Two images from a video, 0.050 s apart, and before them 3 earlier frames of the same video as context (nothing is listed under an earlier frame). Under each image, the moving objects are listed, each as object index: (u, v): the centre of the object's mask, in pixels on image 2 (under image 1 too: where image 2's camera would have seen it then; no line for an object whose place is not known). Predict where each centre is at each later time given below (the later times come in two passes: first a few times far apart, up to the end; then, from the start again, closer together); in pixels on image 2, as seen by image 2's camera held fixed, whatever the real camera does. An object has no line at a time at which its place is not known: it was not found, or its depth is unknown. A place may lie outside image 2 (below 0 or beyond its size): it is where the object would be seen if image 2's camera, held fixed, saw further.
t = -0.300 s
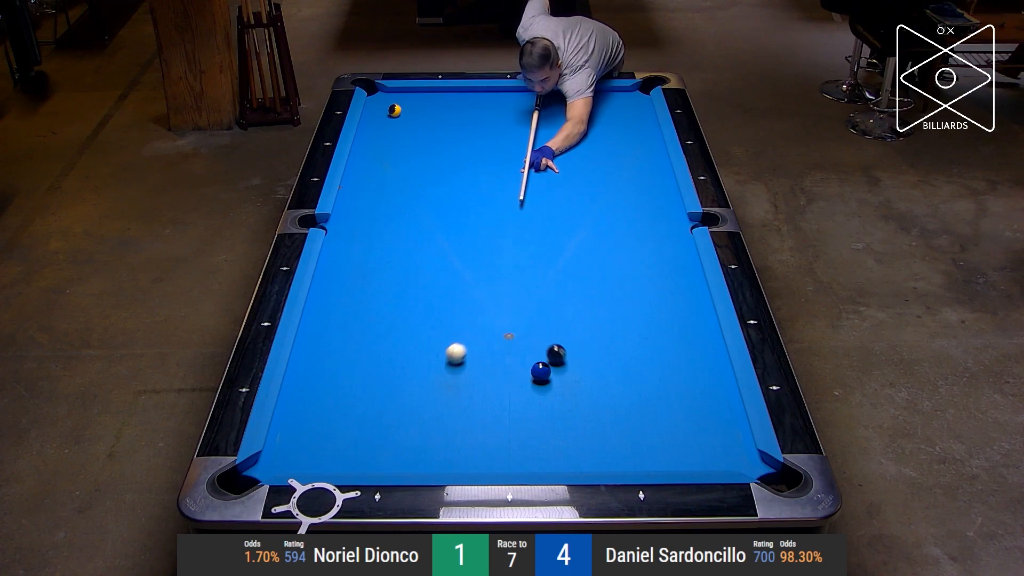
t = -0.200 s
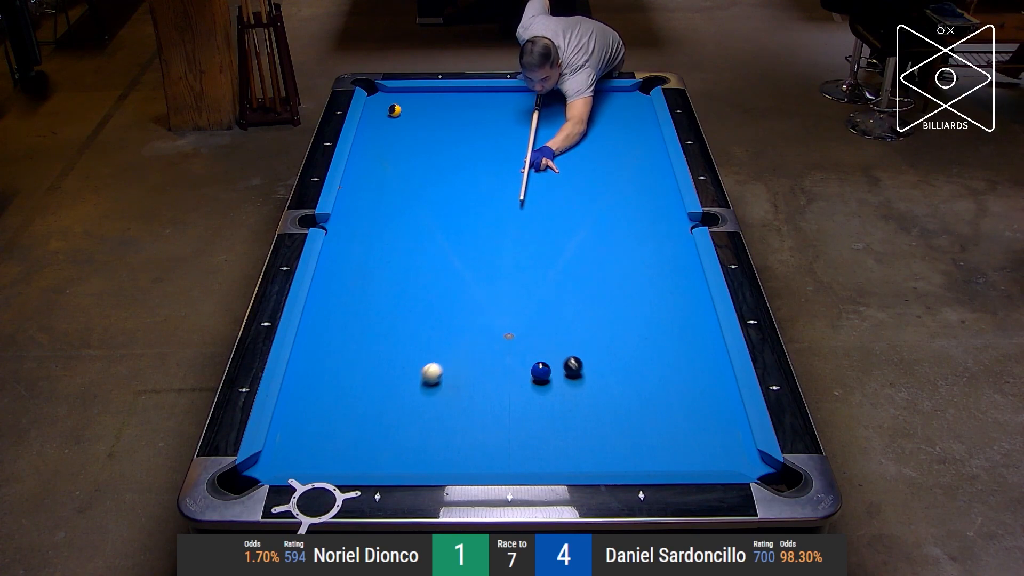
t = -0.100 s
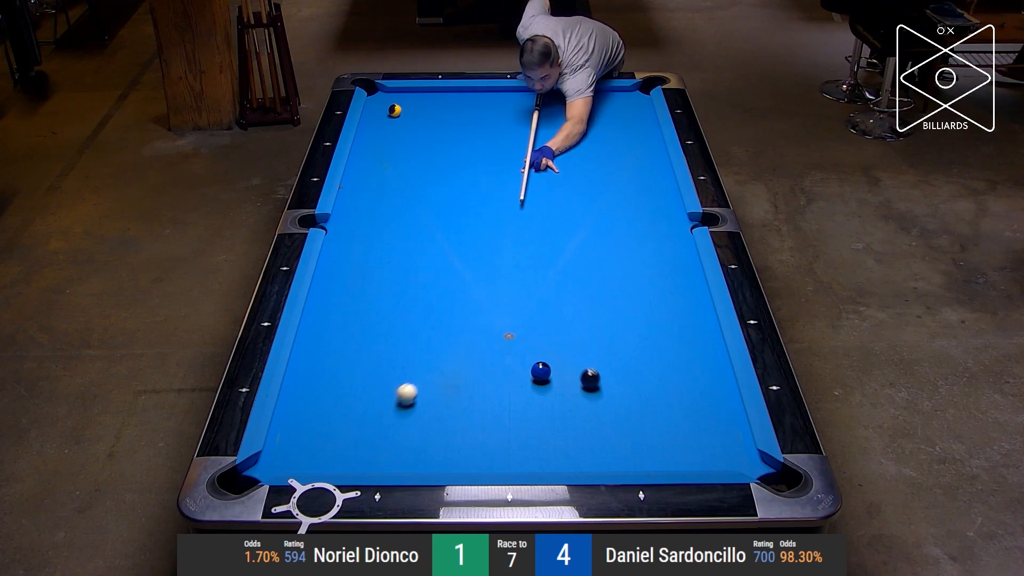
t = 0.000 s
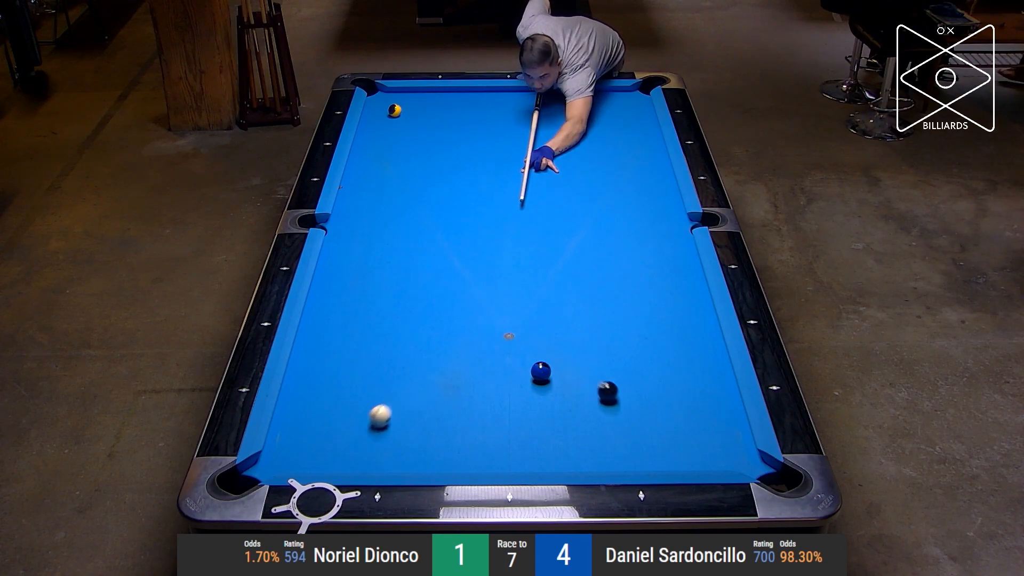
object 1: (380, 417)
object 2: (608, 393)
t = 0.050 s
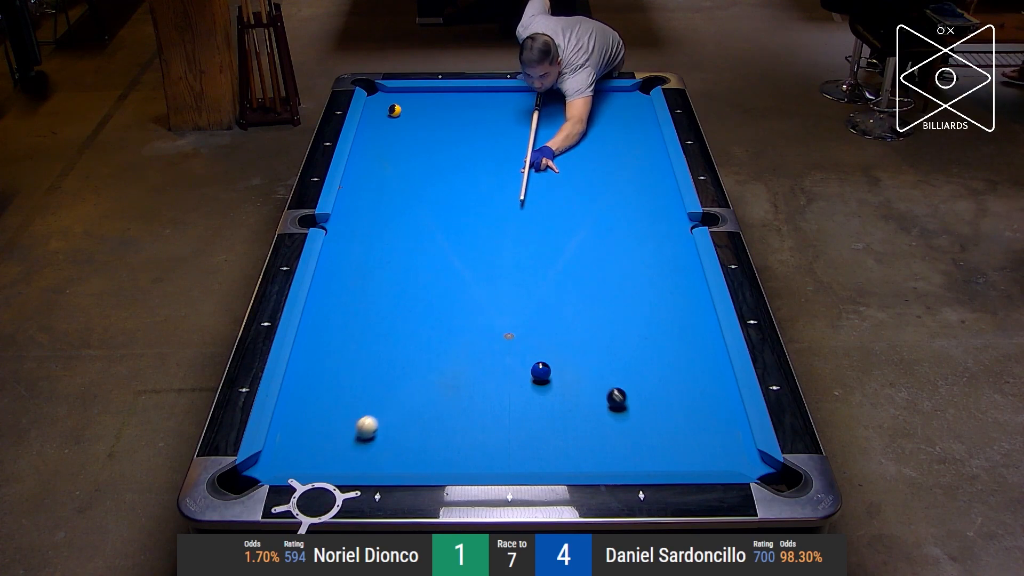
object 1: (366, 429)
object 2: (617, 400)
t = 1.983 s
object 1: (421, 284)
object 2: (680, 373)
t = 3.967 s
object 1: (525, 188)
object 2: (617, 319)
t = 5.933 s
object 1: (574, 146)
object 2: (609, 313)
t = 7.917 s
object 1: (587, 136)
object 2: (609, 313)
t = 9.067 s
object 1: (587, 136)
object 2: (609, 313)
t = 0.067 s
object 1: (362, 433)
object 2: (620, 402)
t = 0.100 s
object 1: (352, 440)
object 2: (626, 406)
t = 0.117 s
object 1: (347, 444)
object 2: (629, 408)
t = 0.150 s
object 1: (338, 452)
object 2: (635, 413)
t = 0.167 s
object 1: (333, 456)
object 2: (638, 415)
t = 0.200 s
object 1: (324, 461)
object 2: (644, 420)
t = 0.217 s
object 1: (319, 464)
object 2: (647, 422)
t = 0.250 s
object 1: (314, 462)
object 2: (653, 427)
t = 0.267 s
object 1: (311, 460)
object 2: (656, 429)
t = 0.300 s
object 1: (308, 454)
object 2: (663, 434)
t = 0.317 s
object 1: (306, 452)
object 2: (666, 436)
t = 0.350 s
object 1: (303, 447)
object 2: (672, 441)
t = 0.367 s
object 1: (301, 444)
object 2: (676, 443)
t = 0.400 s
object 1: (297, 439)
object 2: (682, 448)
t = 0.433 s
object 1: (293, 435)
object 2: (688, 453)
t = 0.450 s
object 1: (292, 432)
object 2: (692, 455)
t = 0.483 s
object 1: (288, 427)
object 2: (698, 458)
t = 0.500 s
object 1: (287, 425)
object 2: (701, 459)
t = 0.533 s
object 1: (283, 420)
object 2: (707, 462)
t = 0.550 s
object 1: (282, 418)
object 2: (710, 463)
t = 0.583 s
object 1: (286, 414)
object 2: (713, 461)
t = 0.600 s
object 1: (289, 412)
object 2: (714, 460)
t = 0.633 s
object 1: (293, 408)
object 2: (716, 458)
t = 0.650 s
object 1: (295, 405)
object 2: (717, 458)
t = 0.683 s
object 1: (299, 402)
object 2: (720, 456)
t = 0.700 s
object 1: (301, 400)
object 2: (720, 451)
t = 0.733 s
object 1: (305, 396)
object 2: (723, 448)
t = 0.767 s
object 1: (309, 392)
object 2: (725, 446)
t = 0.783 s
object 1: (311, 390)
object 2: (726, 444)
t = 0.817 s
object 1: (315, 386)
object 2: (728, 442)
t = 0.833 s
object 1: (317, 384)
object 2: (729, 440)
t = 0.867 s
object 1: (320, 381)
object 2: (731, 438)
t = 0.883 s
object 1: (322, 379)
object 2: (732, 436)
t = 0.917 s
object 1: (326, 375)
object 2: (734, 434)
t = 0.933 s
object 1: (328, 374)
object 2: (735, 432)
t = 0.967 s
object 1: (332, 370)
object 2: (737, 429)
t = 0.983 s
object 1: (334, 368)
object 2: (738, 428)
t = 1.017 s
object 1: (337, 365)
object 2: (738, 426)
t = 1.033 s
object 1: (339, 363)
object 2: (737, 425)
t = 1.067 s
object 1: (342, 360)
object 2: (735, 423)
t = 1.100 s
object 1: (346, 357)
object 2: (732, 421)
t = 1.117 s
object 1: (347, 355)
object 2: (731, 419)
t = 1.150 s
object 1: (351, 352)
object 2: (729, 417)
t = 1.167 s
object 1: (352, 350)
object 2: (728, 416)
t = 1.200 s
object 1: (356, 347)
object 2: (726, 414)
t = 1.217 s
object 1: (357, 345)
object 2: (724, 413)
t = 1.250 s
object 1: (361, 342)
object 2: (722, 411)
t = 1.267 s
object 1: (362, 341)
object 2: (721, 410)
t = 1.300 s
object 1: (365, 338)
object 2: (719, 408)
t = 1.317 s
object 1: (367, 336)
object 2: (718, 407)
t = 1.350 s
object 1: (370, 333)
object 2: (716, 405)
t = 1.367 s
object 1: (371, 332)
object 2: (715, 404)
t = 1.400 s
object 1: (374, 329)
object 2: (713, 402)
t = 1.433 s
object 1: (377, 326)
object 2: (711, 400)
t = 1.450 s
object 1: (379, 324)
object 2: (710, 399)
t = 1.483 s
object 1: (382, 322)
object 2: (707, 397)
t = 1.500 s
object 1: (383, 320)
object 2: (707, 397)
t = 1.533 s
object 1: (386, 318)
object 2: (705, 395)
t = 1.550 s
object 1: (388, 316)
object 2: (704, 394)
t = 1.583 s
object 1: (390, 313)
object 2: (702, 392)
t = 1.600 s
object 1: (392, 312)
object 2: (701, 391)
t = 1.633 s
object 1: (395, 310)
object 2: (699, 389)
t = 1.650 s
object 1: (396, 308)
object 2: (698, 389)
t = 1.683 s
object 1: (398, 306)
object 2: (696, 387)
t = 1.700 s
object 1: (400, 305)
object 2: (695, 386)
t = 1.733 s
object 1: (403, 302)
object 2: (693, 384)
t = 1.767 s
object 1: (405, 300)
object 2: (692, 383)
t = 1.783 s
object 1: (406, 298)
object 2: (691, 382)
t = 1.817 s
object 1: (409, 296)
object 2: (689, 380)
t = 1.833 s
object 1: (410, 294)
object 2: (688, 379)
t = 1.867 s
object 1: (413, 292)
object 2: (686, 378)
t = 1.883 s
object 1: (414, 291)
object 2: (685, 377)
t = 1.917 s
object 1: (417, 289)
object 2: (684, 375)
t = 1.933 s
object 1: (418, 287)
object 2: (683, 375)
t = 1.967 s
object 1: (420, 285)
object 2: (681, 373)
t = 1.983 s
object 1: (421, 284)
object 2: (680, 373)
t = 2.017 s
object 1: (424, 281)
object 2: (679, 371)
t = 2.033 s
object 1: (425, 280)
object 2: (678, 370)
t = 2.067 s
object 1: (427, 278)
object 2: (676, 369)
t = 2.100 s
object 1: (430, 276)
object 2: (675, 367)
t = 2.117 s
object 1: (431, 275)
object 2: (674, 367)
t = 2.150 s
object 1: (433, 273)
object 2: (672, 365)
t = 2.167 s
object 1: (434, 272)
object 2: (672, 365)
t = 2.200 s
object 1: (437, 269)
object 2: (670, 363)
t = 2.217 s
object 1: (438, 268)
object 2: (669, 363)
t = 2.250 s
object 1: (440, 266)
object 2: (668, 361)
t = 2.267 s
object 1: (441, 265)
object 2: (667, 361)
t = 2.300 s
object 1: (443, 263)
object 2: (666, 360)
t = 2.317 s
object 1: (444, 262)
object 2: (665, 359)
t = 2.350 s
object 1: (446, 260)
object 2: (664, 358)
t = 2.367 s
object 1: (447, 259)
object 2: (663, 357)
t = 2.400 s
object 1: (449, 257)
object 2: (661, 356)
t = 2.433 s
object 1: (451, 255)
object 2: (660, 355)
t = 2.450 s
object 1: (453, 254)
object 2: (659, 354)
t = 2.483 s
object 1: (455, 253)
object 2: (658, 353)
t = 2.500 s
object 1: (456, 252)
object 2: (657, 353)
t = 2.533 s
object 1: (458, 250)
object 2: (656, 352)
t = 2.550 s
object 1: (459, 249)
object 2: (655, 351)
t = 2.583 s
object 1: (461, 247)
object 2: (654, 350)
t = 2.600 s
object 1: (462, 246)
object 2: (653, 350)
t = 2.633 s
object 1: (463, 244)
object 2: (652, 349)
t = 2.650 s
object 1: (464, 243)
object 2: (652, 348)
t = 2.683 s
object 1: (466, 241)
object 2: (650, 347)
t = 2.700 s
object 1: (467, 241)
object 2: (650, 346)
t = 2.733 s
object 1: (469, 239)
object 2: (649, 345)
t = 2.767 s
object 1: (471, 237)
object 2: (647, 344)
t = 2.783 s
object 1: (472, 236)
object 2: (647, 344)
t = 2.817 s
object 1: (474, 235)
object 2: (646, 343)
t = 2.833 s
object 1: (475, 234)
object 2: (645, 342)
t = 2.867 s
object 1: (477, 232)
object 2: (644, 341)
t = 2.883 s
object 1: (477, 231)
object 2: (643, 341)
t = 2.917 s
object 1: (479, 230)
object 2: (642, 340)
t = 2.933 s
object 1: (480, 229)
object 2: (642, 339)
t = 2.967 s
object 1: (482, 227)
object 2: (641, 338)
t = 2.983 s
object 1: (483, 227)
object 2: (640, 338)
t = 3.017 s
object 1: (484, 225)
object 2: (639, 337)
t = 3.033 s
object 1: (485, 224)
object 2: (639, 337)
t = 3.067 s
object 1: (487, 223)
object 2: (638, 336)
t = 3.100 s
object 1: (488, 221)
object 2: (637, 335)
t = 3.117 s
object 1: (489, 220)
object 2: (636, 335)
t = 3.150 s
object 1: (491, 219)
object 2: (635, 334)
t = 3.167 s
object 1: (491, 218)
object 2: (635, 333)
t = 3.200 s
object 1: (493, 217)
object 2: (634, 332)
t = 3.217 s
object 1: (494, 216)
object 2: (634, 332)
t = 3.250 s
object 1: (495, 214)
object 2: (633, 331)
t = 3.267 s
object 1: (496, 214)
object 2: (632, 331)
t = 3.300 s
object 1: (498, 212)
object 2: (631, 330)
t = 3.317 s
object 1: (498, 212)
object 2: (631, 330)
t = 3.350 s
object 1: (500, 210)
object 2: (630, 329)
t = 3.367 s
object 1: (501, 210)
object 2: (629, 329)
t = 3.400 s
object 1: (502, 208)
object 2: (629, 328)
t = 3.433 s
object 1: (503, 207)
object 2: (628, 327)
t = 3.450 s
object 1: (504, 206)
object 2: (627, 327)
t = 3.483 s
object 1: (506, 205)
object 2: (627, 327)
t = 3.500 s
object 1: (506, 204)
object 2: (626, 326)
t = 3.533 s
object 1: (508, 203)
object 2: (625, 326)
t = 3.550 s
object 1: (508, 202)
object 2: (625, 325)
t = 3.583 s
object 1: (510, 201)
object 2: (624, 325)
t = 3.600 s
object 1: (511, 201)
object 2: (624, 324)
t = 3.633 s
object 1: (512, 199)
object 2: (623, 324)
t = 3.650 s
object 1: (513, 199)
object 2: (623, 324)
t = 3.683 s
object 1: (514, 197)
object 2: (622, 323)
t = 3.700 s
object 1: (515, 197)
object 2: (622, 323)
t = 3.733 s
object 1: (516, 196)
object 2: (621, 322)
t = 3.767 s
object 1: (517, 194)
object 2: (620, 322)
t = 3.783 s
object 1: (518, 194)
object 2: (620, 322)
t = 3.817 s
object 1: (519, 193)
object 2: (620, 321)
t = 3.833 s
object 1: (520, 192)
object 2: (619, 321)
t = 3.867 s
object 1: (521, 191)
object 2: (619, 320)
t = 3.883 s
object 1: (522, 191)
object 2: (618, 320)
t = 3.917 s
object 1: (523, 189)
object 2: (618, 320)
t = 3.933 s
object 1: (524, 189)
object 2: (617, 320)
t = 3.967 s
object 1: (525, 188)
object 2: (617, 319)
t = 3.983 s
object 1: (525, 187)
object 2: (617, 319)
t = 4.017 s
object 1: (526, 186)
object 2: (616, 319)
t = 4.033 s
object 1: (527, 186)
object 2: (616, 318)
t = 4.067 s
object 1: (528, 185)
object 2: (615, 318)
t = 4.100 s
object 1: (529, 184)
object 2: (615, 318)
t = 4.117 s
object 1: (530, 183)
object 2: (615, 317)
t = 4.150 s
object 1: (531, 182)
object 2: (614, 317)
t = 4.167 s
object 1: (532, 182)
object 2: (614, 317)
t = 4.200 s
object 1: (533, 181)
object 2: (614, 317)
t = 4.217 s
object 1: (533, 180)
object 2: (613, 317)
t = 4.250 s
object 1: (534, 179)
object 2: (613, 316)
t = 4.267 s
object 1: (535, 179)
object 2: (613, 316)
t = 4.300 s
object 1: (536, 178)
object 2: (612, 316)
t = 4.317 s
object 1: (536, 177)
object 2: (612, 316)
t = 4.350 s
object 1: (538, 176)
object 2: (612, 315)
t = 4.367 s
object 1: (538, 176)
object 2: (612, 315)
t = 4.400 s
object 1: (539, 175)
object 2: (611, 315)
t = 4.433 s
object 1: (540, 174)
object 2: (611, 315)
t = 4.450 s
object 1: (541, 174)
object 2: (611, 315)
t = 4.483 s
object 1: (542, 173)
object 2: (611, 315)
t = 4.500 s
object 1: (542, 172)
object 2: (610, 315)
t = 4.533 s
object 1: (543, 171)
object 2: (610, 315)
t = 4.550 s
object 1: (544, 171)
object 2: (610, 314)
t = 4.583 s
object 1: (545, 170)
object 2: (610, 314)
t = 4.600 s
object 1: (545, 170)
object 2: (610, 314)
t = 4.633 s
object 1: (546, 169)
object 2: (610, 314)
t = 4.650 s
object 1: (546, 169)
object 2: (610, 314)
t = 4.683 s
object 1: (547, 168)
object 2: (609, 314)
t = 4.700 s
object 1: (548, 168)
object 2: (609, 314)
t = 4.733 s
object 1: (549, 167)
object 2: (609, 314)
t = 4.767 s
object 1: (550, 166)
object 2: (609, 314)
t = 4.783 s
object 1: (550, 166)
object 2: (609, 314)
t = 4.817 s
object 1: (551, 165)
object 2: (609, 314)
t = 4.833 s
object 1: (551, 164)
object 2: (609, 314)
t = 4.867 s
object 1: (552, 164)
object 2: (609, 314)
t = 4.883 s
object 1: (552, 164)
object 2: (609, 314)
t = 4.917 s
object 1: (553, 163)
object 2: (609, 314)
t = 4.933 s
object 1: (554, 162)
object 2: (609, 314)
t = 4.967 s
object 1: (554, 162)
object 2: (609, 313)
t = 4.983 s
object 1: (555, 161)
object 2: (609, 313)
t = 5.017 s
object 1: (556, 161)
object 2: (609, 313)
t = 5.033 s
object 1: (556, 160)
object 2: (609, 313)
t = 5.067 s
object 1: (557, 160)
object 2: (609, 313)
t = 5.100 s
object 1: (557, 159)
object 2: (609, 313)
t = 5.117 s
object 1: (558, 159)
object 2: (609, 313)
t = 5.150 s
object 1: (559, 158)
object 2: (609, 313)
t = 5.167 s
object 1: (559, 158)
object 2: (609, 313)
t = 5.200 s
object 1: (560, 157)
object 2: (609, 313)
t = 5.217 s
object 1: (560, 157)
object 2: (609, 313)
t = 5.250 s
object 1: (561, 156)
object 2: (609, 313)
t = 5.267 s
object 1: (561, 156)
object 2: (609, 313)
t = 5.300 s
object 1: (562, 155)
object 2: (609, 313)
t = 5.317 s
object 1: (562, 155)
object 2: (609, 313)
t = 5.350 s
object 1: (563, 155)
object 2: (609, 313)
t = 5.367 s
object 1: (563, 154)
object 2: (609, 313)
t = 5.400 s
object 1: (564, 154)
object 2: (609, 313)
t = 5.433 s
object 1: (565, 153)
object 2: (609, 313)
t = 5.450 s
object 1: (565, 153)
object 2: (609, 313)
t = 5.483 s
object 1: (566, 152)
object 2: (609, 313)
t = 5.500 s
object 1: (566, 152)
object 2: (609, 313)
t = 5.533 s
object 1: (567, 151)
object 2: (609, 313)
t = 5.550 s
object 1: (567, 151)
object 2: (609, 313)
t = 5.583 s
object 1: (568, 151)
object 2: (609, 313)
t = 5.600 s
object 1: (568, 151)
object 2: (609, 313)
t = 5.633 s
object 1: (569, 150)
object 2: (609, 313)
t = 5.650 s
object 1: (569, 150)
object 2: (609, 313)
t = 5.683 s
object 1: (569, 149)
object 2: (609, 313)
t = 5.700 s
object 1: (570, 149)
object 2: (609, 313)
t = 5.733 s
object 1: (570, 149)
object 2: (609, 313)
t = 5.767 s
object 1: (571, 148)
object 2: (609, 313)
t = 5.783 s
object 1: (571, 148)
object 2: (609, 313)
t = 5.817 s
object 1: (572, 148)
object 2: (609, 313)
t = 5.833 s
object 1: (572, 147)
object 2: (609, 313)
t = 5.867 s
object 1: (573, 147)
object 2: (609, 313)
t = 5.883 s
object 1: (573, 147)
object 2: (609, 313)
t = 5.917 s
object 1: (573, 146)
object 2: (609, 313)
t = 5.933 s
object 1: (574, 146)
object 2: (609, 313)
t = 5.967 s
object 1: (574, 146)
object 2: (609, 313)
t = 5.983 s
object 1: (574, 146)
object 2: (609, 313)
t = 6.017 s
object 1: (575, 145)
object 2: (609, 313)
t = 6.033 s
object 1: (575, 145)
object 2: (609, 313)
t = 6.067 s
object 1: (576, 145)
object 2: (609, 313)
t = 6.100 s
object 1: (576, 144)
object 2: (609, 313)
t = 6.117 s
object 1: (576, 144)
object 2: (609, 313)
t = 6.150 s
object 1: (577, 144)
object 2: (609, 313)
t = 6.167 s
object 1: (577, 144)
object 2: (609, 313)
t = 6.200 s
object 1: (578, 143)
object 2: (609, 313)
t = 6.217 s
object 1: (578, 143)
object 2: (609, 313)
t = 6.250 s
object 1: (578, 143)
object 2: (609, 313)
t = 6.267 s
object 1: (578, 143)
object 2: (609, 313)
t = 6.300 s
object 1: (579, 142)
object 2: (609, 313)
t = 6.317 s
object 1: (579, 142)
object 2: (609, 313)
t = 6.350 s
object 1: (580, 142)
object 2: (609, 313)
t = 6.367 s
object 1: (580, 142)
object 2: (609, 313)
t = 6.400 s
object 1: (580, 141)
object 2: (609, 313)
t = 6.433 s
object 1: (580, 141)
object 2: (609, 313)
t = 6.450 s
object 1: (581, 141)
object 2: (609, 313)
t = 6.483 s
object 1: (581, 141)
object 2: (609, 313)
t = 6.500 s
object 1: (581, 141)
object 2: (609, 313)
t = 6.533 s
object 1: (581, 140)
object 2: (609, 313)
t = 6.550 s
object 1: (581, 140)
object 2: (609, 313)
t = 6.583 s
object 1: (582, 140)
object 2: (609, 313)
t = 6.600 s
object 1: (582, 140)
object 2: (609, 313)
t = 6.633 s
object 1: (582, 140)
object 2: (609, 313)
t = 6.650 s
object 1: (582, 140)
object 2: (609, 313)
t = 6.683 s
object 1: (583, 139)
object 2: (609, 313)
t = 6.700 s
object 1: (583, 139)
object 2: (609, 313)
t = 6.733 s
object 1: (583, 139)
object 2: (609, 313)
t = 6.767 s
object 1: (584, 139)
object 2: (609, 313)
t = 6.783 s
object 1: (584, 139)
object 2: (609, 313)
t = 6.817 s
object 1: (584, 139)
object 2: (609, 313)
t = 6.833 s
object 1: (584, 139)
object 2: (609, 313)
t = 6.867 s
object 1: (584, 138)
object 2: (609, 313)
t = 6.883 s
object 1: (585, 138)
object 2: (609, 313)
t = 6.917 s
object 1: (585, 138)
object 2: (609, 313)
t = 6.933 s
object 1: (585, 138)
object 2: (609, 313)
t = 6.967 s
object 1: (585, 138)
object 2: (609, 313)
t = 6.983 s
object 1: (585, 138)
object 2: (609, 313)
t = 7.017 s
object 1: (585, 138)
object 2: (609, 313)
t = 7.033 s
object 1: (585, 138)
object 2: (609, 313)
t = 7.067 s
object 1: (586, 138)
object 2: (609, 313)
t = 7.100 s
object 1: (586, 137)
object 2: (609, 313)
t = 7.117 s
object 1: (586, 137)
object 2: (609, 313)
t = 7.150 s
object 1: (586, 137)
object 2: (609, 313)
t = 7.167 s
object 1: (586, 137)
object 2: (609, 313)
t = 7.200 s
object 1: (586, 137)
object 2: (609, 313)
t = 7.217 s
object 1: (587, 137)
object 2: (609, 313)
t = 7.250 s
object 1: (587, 137)
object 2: (609, 313)
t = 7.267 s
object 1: (587, 137)
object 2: (609, 313)
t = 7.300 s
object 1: (587, 137)
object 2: (609, 313)
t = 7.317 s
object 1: (587, 137)
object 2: (609, 313)
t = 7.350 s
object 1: (587, 137)
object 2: (609, 313)
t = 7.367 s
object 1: (587, 137)
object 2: (609, 313)
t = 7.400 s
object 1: (587, 137)
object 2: (609, 313)
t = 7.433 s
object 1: (587, 137)
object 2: (609, 313)
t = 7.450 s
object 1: (587, 137)
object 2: (609, 313)
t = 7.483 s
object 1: (587, 137)
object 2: (609, 313)
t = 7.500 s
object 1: (587, 136)
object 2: (609, 313)
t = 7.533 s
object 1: (587, 136)
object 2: (609, 313)
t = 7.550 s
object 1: (587, 136)
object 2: (609, 313)
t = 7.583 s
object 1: (587, 136)
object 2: (609, 313)
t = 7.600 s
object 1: (587, 136)
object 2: (609, 313)
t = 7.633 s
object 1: (587, 136)
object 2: (609, 313)
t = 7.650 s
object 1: (587, 136)
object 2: (609, 313)
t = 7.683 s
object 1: (587, 136)
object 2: (609, 313)
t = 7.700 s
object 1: (587, 136)
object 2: (609, 313)
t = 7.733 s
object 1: (587, 136)
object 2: (609, 313)
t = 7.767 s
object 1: (587, 136)
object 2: (609, 313)
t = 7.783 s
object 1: (587, 136)
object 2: (609, 313)
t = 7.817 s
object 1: (587, 136)
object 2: (609, 313)
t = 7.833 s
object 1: (587, 136)
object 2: (609, 313)
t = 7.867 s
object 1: (587, 136)
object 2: (609, 313)
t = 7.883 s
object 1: (587, 136)
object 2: (609, 313)
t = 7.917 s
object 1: (587, 136)
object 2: (609, 313)
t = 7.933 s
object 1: (587, 136)
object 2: (609, 313)
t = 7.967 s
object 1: (587, 136)
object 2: (609, 313)
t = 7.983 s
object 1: (587, 136)
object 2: (609, 313)
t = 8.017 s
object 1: (587, 136)
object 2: (609, 313)
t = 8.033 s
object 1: (587, 136)
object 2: (609, 313)
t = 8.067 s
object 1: (587, 136)
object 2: (609, 313)
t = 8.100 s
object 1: (587, 136)
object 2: (609, 313)
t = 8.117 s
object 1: (587, 136)
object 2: (609, 313)
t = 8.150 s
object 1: (587, 136)
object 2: (609, 313)
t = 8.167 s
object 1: (587, 136)
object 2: (609, 313)
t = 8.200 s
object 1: (587, 136)
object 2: (609, 313)
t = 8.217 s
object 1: (587, 136)
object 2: (609, 313)
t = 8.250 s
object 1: (587, 136)
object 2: (609, 313)
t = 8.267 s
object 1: (587, 136)
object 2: (609, 313)
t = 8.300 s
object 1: (587, 136)
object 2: (609, 313)
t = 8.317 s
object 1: (587, 136)
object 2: (609, 313)
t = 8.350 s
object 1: (587, 136)
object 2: (609, 313)
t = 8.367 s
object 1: (587, 136)
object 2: (609, 313)
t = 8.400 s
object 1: (587, 136)
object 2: (609, 313)
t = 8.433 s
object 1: (587, 136)
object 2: (609, 313)
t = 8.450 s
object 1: (587, 136)
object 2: (609, 313)
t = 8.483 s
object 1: (587, 136)
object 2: (609, 313)
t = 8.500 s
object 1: (587, 136)
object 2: (609, 313)
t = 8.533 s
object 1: (587, 136)
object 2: (609, 313)
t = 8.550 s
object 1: (587, 136)
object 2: (609, 313)
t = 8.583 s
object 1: (587, 136)
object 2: (609, 313)
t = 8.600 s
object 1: (587, 136)
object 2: (609, 313)
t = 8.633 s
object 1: (587, 136)
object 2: (609, 313)
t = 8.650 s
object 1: (587, 136)
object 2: (609, 313)
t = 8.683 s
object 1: (587, 136)
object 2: (609, 313)
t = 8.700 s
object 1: (587, 136)
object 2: (609, 313)
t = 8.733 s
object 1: (587, 136)
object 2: (609, 313)
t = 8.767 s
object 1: (587, 136)
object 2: (609, 313)
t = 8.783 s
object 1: (587, 136)
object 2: (609, 313)
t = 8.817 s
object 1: (587, 136)
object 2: (609, 313)
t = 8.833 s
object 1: (587, 136)
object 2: (609, 313)
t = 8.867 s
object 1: (587, 136)
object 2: (609, 313)
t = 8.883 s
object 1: (587, 136)
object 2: (609, 313)
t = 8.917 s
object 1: (587, 136)
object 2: (609, 313)
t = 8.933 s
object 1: (587, 136)
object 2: (609, 313)
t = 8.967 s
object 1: (587, 136)
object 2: (609, 313)
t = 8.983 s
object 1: (587, 136)
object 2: (609, 313)
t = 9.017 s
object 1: (587, 136)
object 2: (609, 313)
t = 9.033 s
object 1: (587, 136)
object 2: (609, 313)
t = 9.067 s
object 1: (587, 136)
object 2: (609, 313)
